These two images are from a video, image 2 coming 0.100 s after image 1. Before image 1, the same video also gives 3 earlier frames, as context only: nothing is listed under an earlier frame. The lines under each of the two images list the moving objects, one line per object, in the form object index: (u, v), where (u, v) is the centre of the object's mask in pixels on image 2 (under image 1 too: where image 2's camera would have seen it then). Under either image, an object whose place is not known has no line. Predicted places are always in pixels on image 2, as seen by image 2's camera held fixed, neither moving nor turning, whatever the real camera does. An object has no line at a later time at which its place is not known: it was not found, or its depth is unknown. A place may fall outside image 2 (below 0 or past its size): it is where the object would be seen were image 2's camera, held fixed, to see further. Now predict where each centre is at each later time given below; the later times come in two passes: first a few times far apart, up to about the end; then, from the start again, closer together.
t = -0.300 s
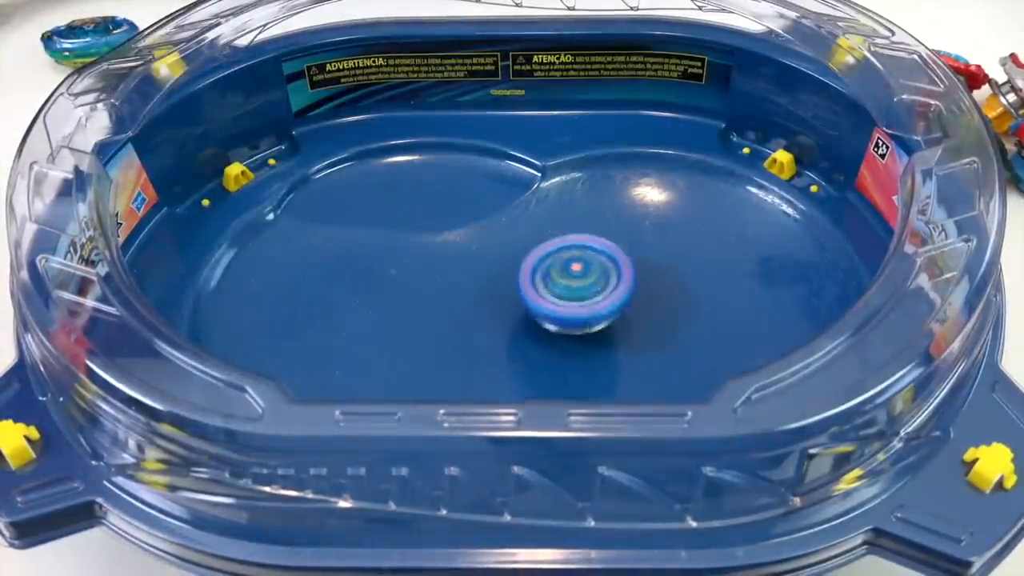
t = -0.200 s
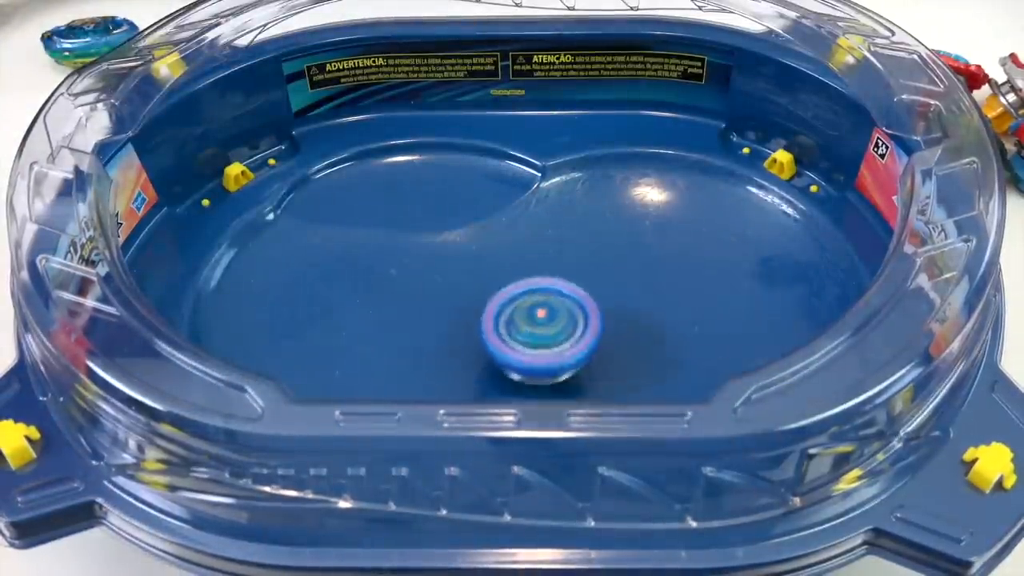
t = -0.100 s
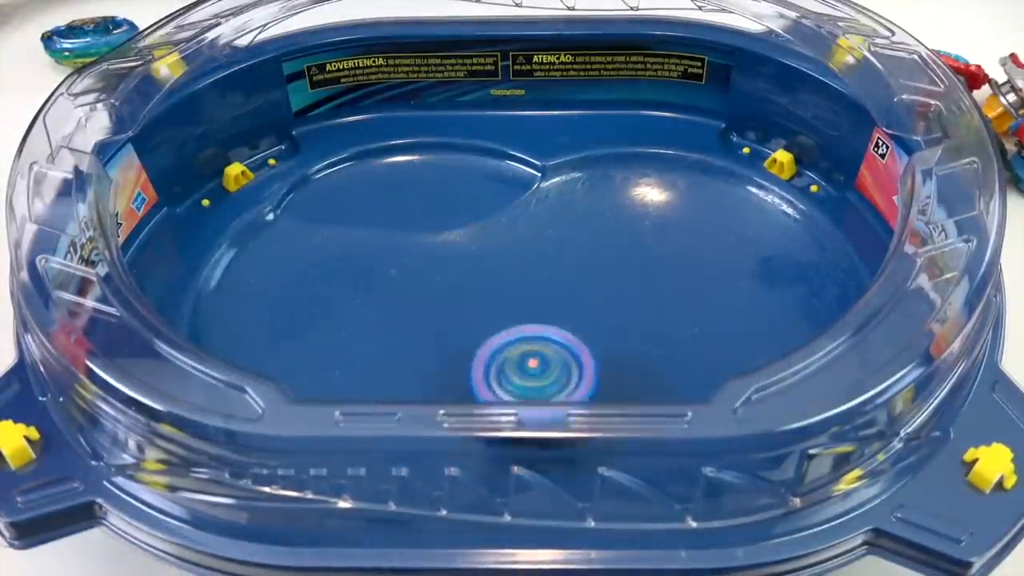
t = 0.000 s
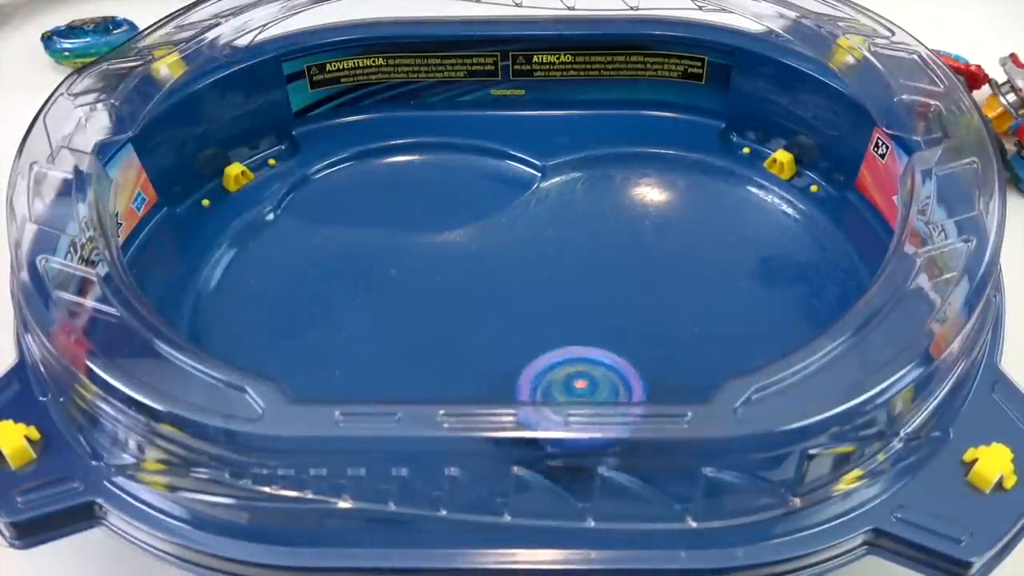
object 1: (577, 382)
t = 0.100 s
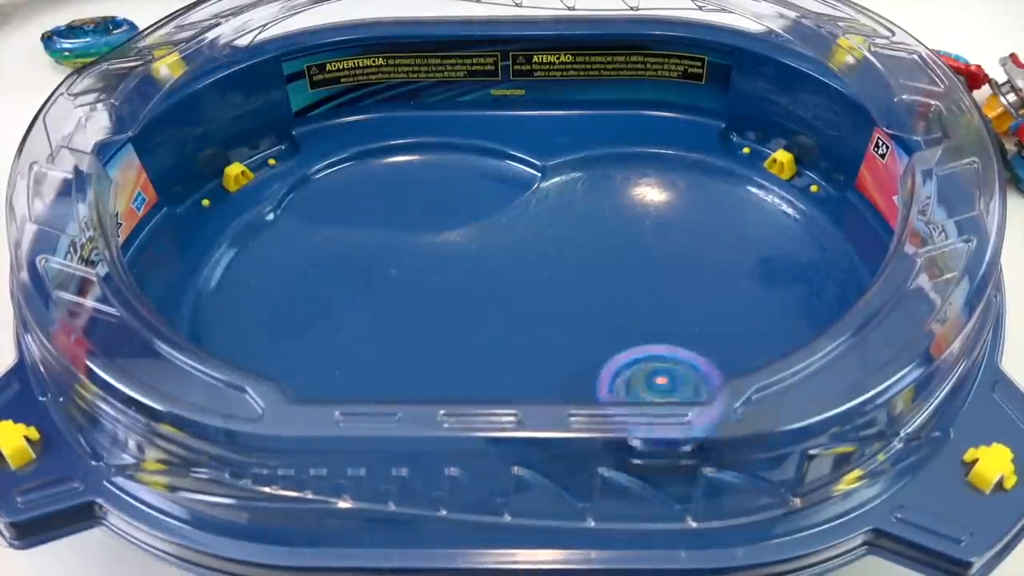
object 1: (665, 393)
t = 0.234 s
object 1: (728, 336)
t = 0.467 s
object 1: (616, 250)
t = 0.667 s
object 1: (492, 288)
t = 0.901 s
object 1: (418, 342)
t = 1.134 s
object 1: (489, 353)
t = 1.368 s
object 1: (619, 342)
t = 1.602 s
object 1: (668, 296)
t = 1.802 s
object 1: (650, 276)
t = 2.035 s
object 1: (613, 268)
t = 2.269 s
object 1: (641, 289)
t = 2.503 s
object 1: (697, 297)
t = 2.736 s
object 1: (667, 281)
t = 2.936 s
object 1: (688, 317)
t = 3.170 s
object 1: (694, 293)
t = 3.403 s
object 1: (674, 320)
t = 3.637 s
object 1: (702, 326)
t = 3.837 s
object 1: (677, 311)
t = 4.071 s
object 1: (676, 342)
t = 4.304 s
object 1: (685, 331)
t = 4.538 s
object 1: (659, 327)
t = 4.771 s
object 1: (646, 341)
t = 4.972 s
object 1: (655, 337)
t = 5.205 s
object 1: (665, 319)
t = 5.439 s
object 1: (670, 309)
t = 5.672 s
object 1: (669, 300)
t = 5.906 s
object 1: (669, 299)
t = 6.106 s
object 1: (674, 298)
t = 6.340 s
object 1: (675, 300)
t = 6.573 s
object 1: (682, 301)
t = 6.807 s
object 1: (682, 310)
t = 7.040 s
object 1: (685, 306)
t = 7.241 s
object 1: (680, 320)
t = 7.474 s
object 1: (687, 318)
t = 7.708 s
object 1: (673, 328)
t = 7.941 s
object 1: (679, 329)
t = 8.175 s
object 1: (671, 321)
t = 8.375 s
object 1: (669, 323)
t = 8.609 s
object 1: (673, 315)
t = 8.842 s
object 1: (669, 308)
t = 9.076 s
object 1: (675, 308)
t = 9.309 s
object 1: (668, 296)
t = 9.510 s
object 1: (680, 310)
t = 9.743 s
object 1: (677, 291)
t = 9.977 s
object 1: (673, 317)
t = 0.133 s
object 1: (688, 384)
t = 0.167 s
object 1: (700, 362)
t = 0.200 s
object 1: (717, 350)
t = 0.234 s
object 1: (728, 336)
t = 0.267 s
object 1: (729, 321)
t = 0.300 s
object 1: (720, 301)
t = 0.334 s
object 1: (704, 283)
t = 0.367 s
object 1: (685, 269)
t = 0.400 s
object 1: (663, 258)
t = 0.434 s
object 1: (640, 252)
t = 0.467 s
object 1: (616, 250)
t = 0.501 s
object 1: (593, 252)
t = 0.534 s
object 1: (569, 257)
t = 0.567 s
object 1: (548, 264)
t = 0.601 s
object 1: (527, 272)
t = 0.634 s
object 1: (508, 280)
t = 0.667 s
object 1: (492, 288)
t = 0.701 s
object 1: (478, 296)
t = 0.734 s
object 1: (465, 304)
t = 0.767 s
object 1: (452, 312)
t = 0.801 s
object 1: (441, 320)
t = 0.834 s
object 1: (430, 328)
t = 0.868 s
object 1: (423, 335)
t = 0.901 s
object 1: (418, 342)
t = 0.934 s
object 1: (417, 346)
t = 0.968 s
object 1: (419, 350)
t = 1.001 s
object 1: (426, 351)
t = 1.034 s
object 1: (436, 352)
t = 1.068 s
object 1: (451, 353)
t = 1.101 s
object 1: (468, 353)
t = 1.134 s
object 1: (489, 353)
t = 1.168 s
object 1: (509, 353)
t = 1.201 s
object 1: (531, 354)
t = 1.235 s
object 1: (551, 353)
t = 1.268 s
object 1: (570, 351)
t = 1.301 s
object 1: (588, 350)
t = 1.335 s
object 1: (604, 347)
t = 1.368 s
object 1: (619, 342)
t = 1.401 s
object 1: (630, 336)
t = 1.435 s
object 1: (641, 329)
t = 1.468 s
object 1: (650, 321)
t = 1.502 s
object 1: (656, 314)
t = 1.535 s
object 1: (662, 307)
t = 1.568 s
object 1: (666, 301)
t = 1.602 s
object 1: (668, 296)
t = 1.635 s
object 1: (670, 292)
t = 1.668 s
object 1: (668, 288)
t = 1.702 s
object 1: (666, 285)
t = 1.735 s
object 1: (661, 282)
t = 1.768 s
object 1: (656, 279)
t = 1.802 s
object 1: (650, 276)
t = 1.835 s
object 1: (643, 273)
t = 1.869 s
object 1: (637, 270)
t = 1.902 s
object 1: (631, 268)
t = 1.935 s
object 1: (624, 267)
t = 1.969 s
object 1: (620, 266)
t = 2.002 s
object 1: (616, 266)
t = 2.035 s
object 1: (613, 268)
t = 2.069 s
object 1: (612, 270)
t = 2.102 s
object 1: (612, 272)
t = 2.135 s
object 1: (614, 275)
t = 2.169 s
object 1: (618, 278)
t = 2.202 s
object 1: (623, 282)
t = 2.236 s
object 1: (630, 285)
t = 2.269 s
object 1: (641, 289)
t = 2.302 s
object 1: (652, 293)
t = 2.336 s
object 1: (663, 297)
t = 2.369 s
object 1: (676, 300)
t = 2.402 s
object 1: (686, 302)
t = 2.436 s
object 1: (693, 302)
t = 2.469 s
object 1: (696, 300)
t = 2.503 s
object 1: (697, 297)
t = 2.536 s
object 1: (694, 293)
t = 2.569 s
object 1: (689, 287)
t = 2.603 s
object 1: (685, 282)
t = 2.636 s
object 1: (679, 279)
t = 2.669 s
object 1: (673, 277)
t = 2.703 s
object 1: (669, 278)
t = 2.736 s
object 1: (667, 281)
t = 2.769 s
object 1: (666, 286)
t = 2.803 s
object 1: (666, 293)
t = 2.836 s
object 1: (670, 300)
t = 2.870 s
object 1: (676, 307)
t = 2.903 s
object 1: (683, 313)
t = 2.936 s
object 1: (688, 317)
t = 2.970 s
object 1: (695, 317)
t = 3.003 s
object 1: (700, 316)
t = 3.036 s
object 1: (702, 313)
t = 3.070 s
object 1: (702, 308)
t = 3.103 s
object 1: (701, 302)
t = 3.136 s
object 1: (698, 296)
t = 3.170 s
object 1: (694, 293)
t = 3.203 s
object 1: (688, 292)
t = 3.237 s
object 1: (681, 293)
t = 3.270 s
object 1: (675, 296)
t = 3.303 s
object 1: (671, 300)
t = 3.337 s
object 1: (670, 306)
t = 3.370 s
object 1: (671, 313)
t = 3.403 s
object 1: (674, 320)
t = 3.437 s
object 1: (680, 326)
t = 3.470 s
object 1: (686, 330)
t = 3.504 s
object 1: (692, 333)
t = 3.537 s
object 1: (696, 334)
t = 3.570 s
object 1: (699, 333)
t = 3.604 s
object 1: (701, 330)
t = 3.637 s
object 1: (702, 326)
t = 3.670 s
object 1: (701, 322)
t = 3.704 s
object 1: (698, 317)
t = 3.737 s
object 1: (694, 314)
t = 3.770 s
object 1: (689, 311)
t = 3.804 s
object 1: (683, 310)
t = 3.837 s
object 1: (677, 311)
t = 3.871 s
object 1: (672, 313)
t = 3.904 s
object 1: (669, 316)
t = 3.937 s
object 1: (668, 321)
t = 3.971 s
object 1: (669, 327)
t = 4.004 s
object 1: (671, 332)
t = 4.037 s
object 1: (674, 338)
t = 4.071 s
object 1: (676, 342)
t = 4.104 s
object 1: (679, 344)
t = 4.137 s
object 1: (681, 345)
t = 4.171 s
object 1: (684, 343)
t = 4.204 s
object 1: (685, 341)
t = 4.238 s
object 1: (687, 339)
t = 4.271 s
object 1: (686, 335)
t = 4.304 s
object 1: (685, 331)
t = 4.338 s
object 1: (683, 327)
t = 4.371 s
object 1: (679, 324)
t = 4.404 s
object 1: (675, 322)
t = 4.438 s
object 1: (670, 322)
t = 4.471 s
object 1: (666, 322)
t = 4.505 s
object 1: (662, 324)
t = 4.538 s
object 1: (659, 327)
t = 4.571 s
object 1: (655, 330)
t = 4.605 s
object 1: (652, 332)
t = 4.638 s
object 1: (650, 335)
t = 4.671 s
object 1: (648, 337)
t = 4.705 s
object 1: (646, 339)
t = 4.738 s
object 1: (646, 340)
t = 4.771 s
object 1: (646, 341)
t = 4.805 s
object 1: (646, 342)
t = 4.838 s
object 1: (647, 342)
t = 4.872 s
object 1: (649, 341)
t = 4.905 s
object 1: (650, 340)
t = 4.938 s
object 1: (652, 338)
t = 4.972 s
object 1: (655, 337)
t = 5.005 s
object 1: (658, 335)
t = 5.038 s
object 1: (660, 333)
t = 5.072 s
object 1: (662, 331)
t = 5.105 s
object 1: (663, 328)
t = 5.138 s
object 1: (664, 324)
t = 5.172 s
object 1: (665, 322)
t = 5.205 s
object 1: (665, 319)
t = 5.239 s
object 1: (667, 317)
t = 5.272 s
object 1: (667, 316)
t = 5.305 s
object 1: (668, 314)
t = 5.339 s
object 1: (669, 313)
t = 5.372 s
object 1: (669, 312)
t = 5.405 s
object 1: (670, 310)
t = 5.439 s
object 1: (670, 309)
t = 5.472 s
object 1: (670, 308)
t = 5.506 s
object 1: (670, 307)
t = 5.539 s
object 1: (670, 305)
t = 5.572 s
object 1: (670, 304)
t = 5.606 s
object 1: (670, 302)
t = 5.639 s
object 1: (669, 301)
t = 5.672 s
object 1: (669, 300)
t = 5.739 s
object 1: (668, 298)
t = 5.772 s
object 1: (668, 298)
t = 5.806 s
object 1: (668, 298)
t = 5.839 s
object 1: (668, 298)
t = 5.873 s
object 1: (669, 299)
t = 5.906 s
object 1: (669, 299)
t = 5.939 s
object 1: (670, 299)
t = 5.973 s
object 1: (671, 299)
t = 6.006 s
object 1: (672, 299)
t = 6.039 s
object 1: (673, 298)
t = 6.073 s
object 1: (673, 298)
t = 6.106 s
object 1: (674, 298)
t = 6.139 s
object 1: (673, 297)
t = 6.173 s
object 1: (673, 297)
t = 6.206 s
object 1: (673, 298)
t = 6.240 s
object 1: (673, 298)
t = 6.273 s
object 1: (673, 298)
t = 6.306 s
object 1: (674, 299)
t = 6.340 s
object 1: (675, 300)
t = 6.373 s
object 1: (677, 301)
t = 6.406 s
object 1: (678, 302)
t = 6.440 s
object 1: (680, 302)
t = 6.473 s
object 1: (681, 302)
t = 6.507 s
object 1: (682, 302)
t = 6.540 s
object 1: (682, 301)
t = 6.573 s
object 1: (682, 301)
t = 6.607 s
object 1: (681, 301)
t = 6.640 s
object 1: (680, 301)
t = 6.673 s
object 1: (680, 301)
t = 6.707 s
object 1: (679, 303)
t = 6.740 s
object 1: (679, 305)
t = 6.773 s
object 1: (680, 308)
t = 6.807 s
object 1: (682, 310)
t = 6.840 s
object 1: (685, 312)
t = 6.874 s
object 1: (687, 312)
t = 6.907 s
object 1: (689, 311)
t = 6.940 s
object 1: (690, 310)
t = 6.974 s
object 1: (689, 308)
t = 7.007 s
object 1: (687, 307)
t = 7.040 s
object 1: (685, 306)
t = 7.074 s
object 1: (683, 307)
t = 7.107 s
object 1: (681, 308)
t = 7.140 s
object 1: (680, 310)
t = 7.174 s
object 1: (679, 313)
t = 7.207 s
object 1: (678, 317)
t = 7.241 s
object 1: (680, 320)
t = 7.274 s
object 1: (682, 323)
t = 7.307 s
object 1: (685, 325)
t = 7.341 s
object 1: (688, 325)
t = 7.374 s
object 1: (689, 324)
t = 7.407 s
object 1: (689, 322)
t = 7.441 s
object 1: (689, 320)
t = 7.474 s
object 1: (687, 318)
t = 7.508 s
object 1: (684, 316)
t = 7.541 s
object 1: (681, 316)
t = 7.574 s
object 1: (678, 317)
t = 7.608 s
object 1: (676, 319)
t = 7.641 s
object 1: (674, 322)
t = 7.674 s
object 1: (673, 325)
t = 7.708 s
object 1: (673, 328)
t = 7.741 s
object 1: (674, 332)
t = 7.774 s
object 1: (676, 333)
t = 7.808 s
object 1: (678, 334)
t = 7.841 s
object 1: (678, 333)
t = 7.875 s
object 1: (678, 333)
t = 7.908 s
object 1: (679, 331)
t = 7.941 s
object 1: (679, 329)
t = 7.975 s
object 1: (679, 327)
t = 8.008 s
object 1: (677, 325)
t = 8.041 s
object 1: (677, 323)
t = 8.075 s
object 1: (677, 322)
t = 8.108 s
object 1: (675, 321)
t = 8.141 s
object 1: (673, 321)
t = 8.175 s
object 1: (671, 321)
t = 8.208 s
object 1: (670, 321)
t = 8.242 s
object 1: (670, 322)
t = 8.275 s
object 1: (668, 322)
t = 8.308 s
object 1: (669, 323)
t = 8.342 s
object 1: (669, 323)
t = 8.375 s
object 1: (669, 323)
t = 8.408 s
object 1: (669, 323)
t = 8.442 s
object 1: (671, 323)
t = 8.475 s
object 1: (672, 322)
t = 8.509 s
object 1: (672, 321)
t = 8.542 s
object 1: (672, 320)
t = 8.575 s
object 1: (674, 318)
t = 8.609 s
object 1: (673, 315)
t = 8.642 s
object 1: (673, 314)
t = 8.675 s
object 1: (673, 312)
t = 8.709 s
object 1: (672, 310)
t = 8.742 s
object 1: (670, 309)
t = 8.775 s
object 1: (670, 308)
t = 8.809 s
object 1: (670, 308)
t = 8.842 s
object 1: (669, 308)
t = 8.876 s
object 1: (669, 309)
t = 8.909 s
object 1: (670, 310)
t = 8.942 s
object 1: (671, 310)
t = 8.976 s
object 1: (671, 311)
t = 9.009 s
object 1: (673, 310)
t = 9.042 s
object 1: (675, 309)
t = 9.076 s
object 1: (675, 308)
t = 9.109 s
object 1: (676, 306)
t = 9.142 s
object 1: (677, 303)
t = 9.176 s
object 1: (675, 301)
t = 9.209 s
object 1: (675, 298)
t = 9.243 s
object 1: (673, 296)
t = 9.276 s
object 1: (669, 296)
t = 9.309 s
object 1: (668, 296)
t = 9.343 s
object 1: (667, 297)
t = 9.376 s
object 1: (667, 300)
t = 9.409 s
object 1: (669, 304)
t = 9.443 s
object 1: (672, 307)
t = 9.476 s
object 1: (675, 309)
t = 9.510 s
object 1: (680, 310)
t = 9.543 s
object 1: (684, 309)
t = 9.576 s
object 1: (686, 307)
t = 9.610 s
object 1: (688, 304)
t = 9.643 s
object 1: (687, 299)
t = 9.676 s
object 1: (685, 296)
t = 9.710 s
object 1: (683, 293)
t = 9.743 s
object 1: (677, 291)
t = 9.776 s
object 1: (673, 291)
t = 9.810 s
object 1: (669, 293)
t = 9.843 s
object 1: (666, 297)
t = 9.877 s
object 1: (666, 301)
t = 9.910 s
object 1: (667, 306)
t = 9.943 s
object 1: (669, 312)
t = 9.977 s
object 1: (673, 317)
